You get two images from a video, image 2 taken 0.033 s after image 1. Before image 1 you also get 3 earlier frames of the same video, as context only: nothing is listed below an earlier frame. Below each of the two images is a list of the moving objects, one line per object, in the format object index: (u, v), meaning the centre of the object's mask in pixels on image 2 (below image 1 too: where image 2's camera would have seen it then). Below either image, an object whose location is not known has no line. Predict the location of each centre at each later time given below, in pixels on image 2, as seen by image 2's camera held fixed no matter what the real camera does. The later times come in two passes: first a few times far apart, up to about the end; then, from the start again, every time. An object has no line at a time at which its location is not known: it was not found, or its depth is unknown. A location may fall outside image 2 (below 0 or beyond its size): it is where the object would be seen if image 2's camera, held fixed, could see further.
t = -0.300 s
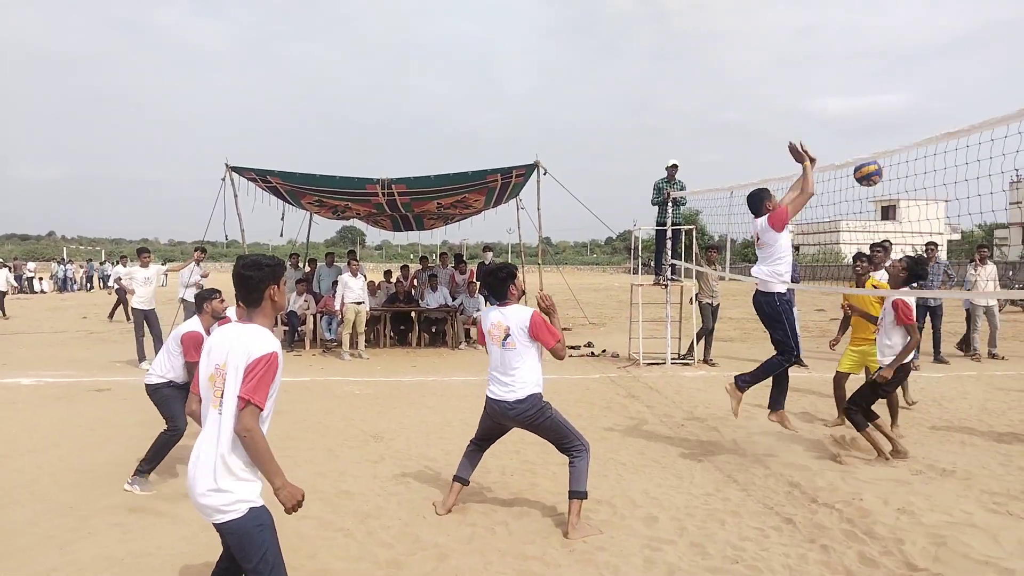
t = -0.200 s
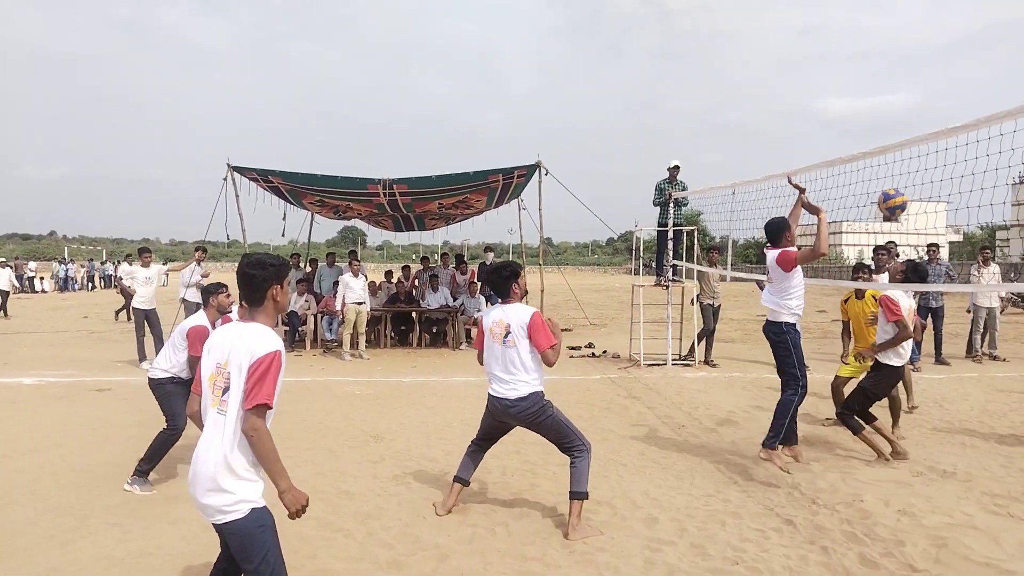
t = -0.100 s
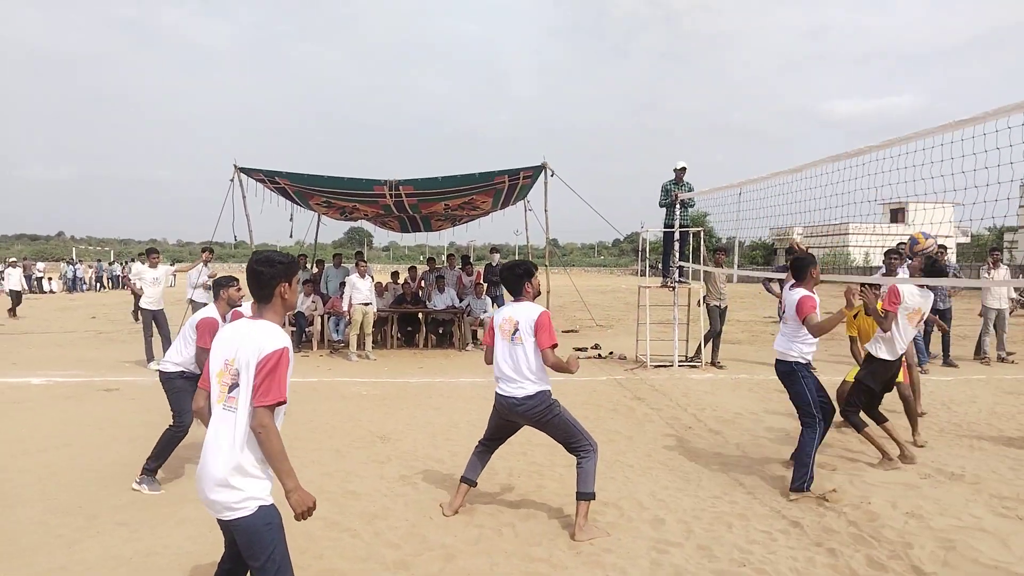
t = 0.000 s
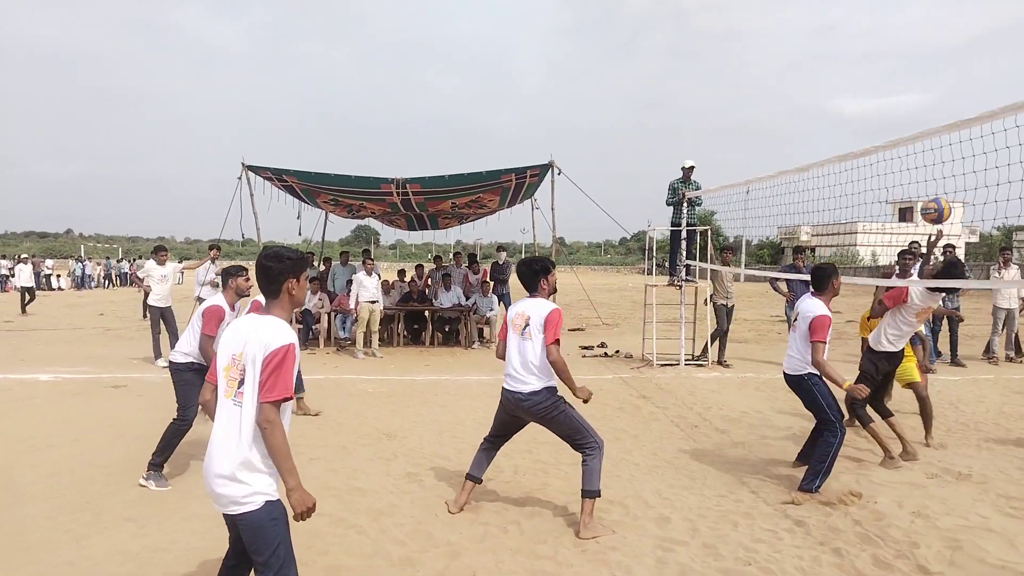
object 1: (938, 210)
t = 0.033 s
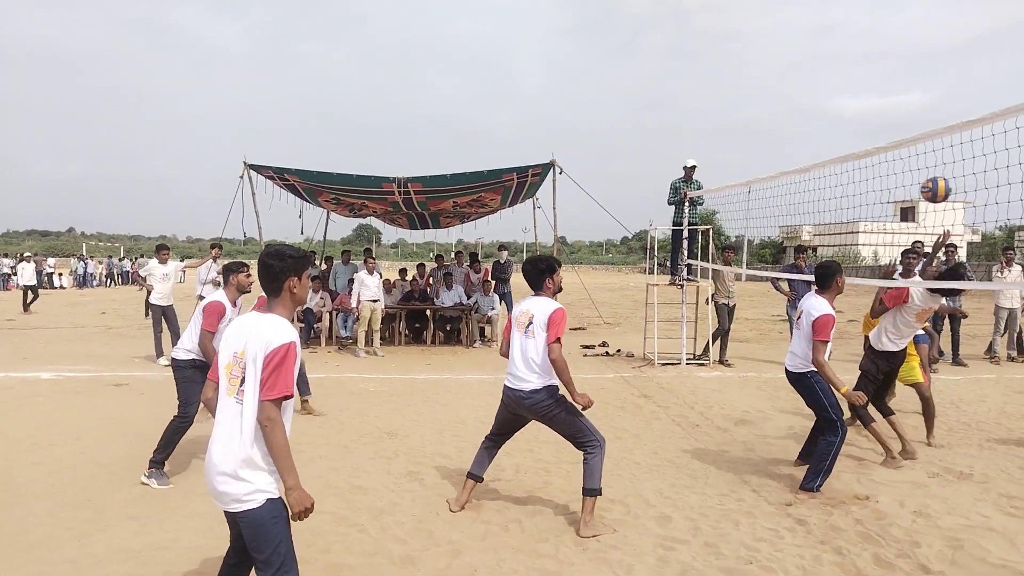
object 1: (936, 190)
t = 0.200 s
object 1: (927, 104)
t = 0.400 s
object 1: (912, 49)
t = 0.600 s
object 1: (896, 45)
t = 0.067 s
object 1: (935, 171)
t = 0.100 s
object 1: (934, 154)
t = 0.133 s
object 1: (930, 130)
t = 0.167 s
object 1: (929, 119)
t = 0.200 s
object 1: (927, 104)
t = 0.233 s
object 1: (925, 91)
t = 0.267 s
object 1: (923, 80)
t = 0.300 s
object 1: (920, 70)
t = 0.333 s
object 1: (917, 62)
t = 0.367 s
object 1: (915, 54)
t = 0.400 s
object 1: (912, 49)
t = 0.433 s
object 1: (909, 44)
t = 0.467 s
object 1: (906, 41)
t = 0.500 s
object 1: (904, 40)
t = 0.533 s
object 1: (902, 40)
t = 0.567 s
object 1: (899, 41)
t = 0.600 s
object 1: (896, 45)
